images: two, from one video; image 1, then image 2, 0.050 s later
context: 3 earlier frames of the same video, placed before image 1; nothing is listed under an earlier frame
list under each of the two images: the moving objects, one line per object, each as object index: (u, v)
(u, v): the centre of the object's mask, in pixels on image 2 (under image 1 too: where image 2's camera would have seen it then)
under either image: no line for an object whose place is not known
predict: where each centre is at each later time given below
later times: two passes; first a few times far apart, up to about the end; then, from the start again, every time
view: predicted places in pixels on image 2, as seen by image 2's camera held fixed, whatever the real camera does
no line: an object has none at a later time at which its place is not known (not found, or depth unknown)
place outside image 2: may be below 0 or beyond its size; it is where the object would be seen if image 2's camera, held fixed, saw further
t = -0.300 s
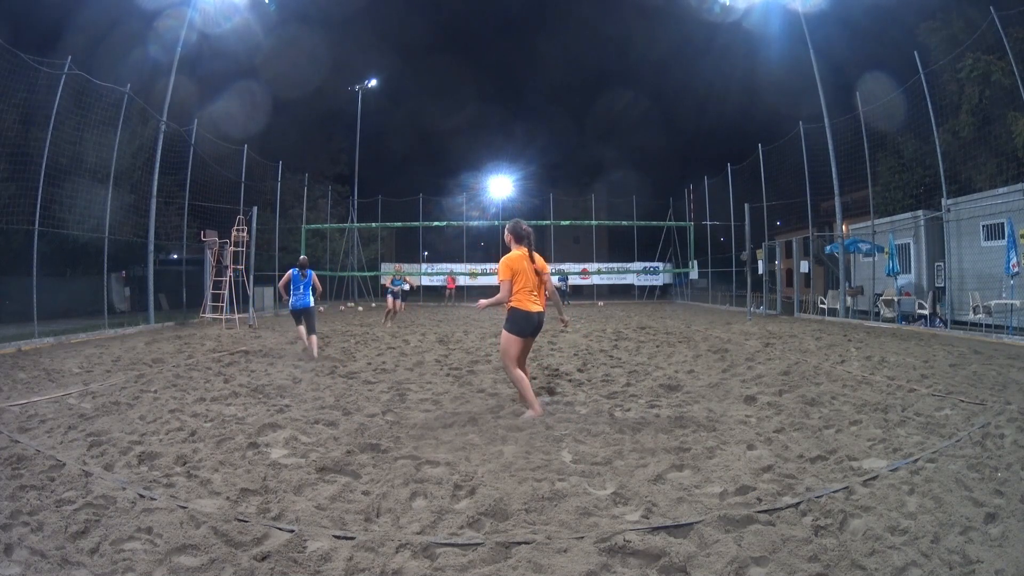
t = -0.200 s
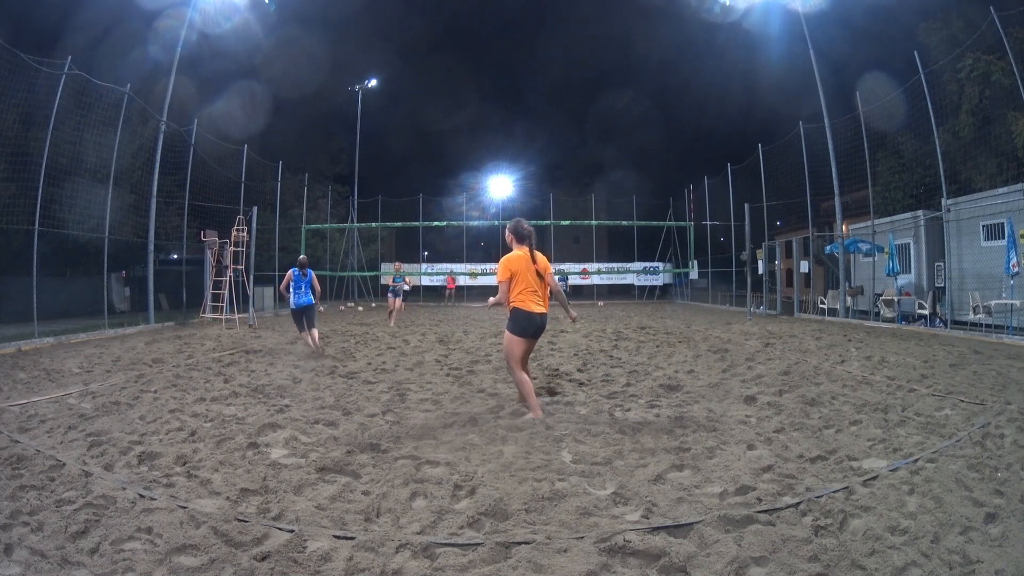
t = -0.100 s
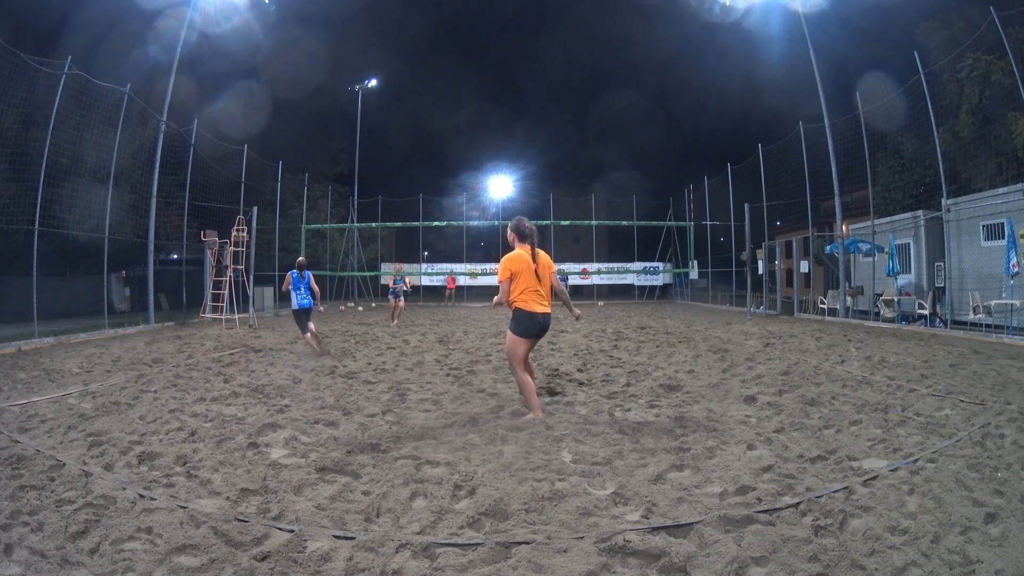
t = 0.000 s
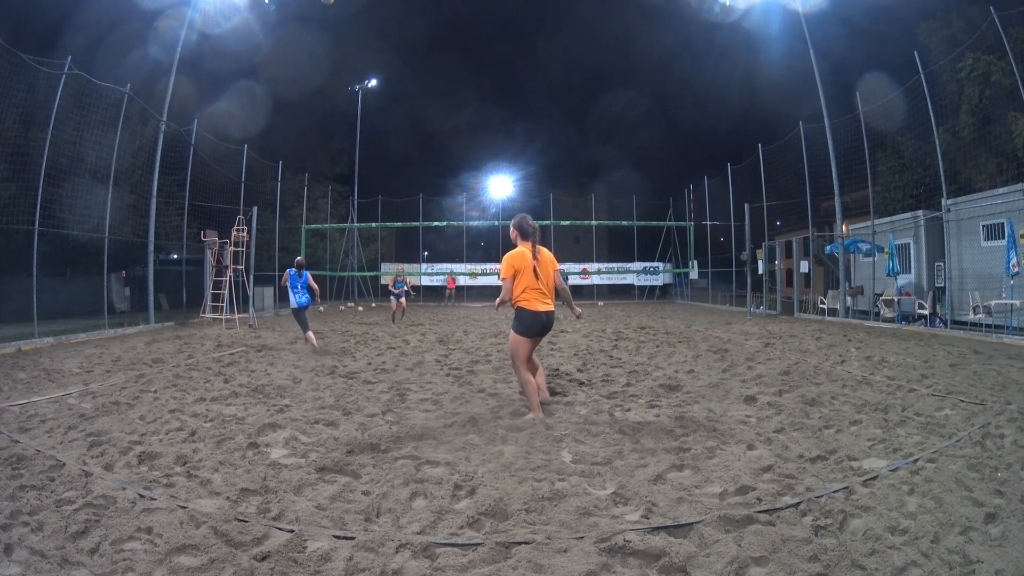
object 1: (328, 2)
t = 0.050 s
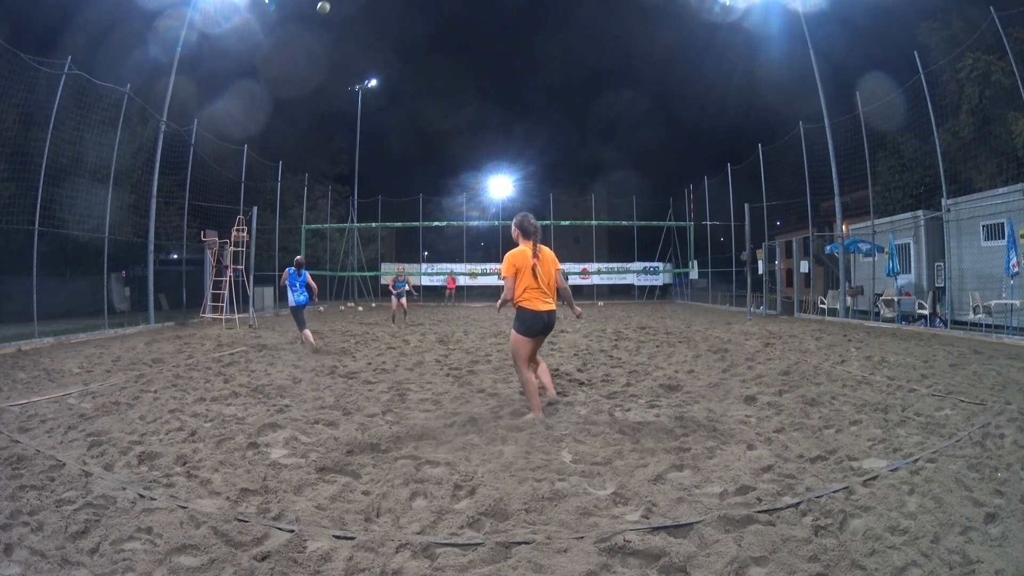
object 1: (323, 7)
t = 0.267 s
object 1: (304, 61)
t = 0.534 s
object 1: (282, 154)
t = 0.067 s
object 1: (322, 11)
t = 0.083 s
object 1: (320, 14)
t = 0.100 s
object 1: (319, 18)
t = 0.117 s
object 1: (317, 22)
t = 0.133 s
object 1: (316, 26)
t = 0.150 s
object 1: (314, 29)
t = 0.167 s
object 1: (313, 34)
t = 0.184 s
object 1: (311, 38)
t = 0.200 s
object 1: (310, 42)
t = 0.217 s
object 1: (308, 47)
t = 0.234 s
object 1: (307, 51)
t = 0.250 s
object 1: (305, 56)
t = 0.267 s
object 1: (304, 61)
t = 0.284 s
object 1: (302, 66)
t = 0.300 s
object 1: (301, 70)
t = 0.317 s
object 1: (299, 76)
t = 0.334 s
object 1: (298, 81)
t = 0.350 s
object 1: (296, 87)
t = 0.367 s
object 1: (295, 92)
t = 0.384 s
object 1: (294, 98)
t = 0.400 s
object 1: (292, 104)
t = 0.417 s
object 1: (291, 109)
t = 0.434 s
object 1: (289, 116)
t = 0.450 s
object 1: (288, 122)
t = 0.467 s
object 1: (287, 128)
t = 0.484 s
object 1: (286, 135)
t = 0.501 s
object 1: (284, 141)
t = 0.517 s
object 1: (283, 148)
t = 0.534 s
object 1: (282, 154)
